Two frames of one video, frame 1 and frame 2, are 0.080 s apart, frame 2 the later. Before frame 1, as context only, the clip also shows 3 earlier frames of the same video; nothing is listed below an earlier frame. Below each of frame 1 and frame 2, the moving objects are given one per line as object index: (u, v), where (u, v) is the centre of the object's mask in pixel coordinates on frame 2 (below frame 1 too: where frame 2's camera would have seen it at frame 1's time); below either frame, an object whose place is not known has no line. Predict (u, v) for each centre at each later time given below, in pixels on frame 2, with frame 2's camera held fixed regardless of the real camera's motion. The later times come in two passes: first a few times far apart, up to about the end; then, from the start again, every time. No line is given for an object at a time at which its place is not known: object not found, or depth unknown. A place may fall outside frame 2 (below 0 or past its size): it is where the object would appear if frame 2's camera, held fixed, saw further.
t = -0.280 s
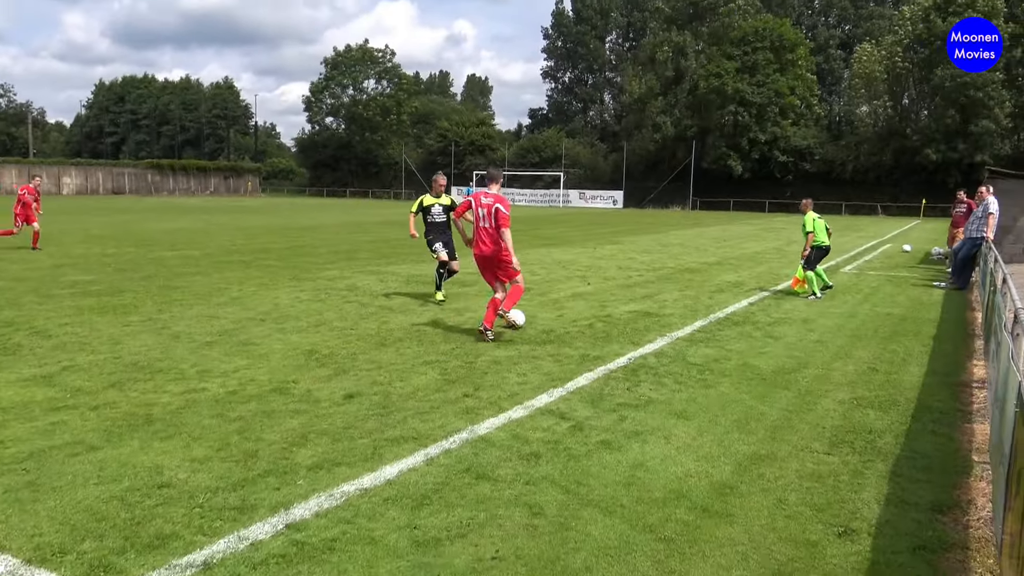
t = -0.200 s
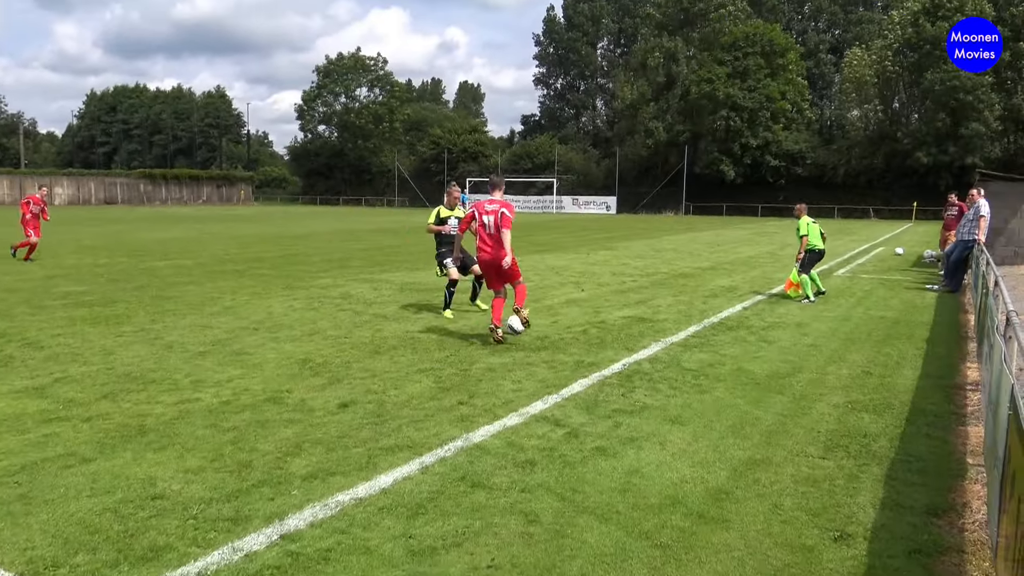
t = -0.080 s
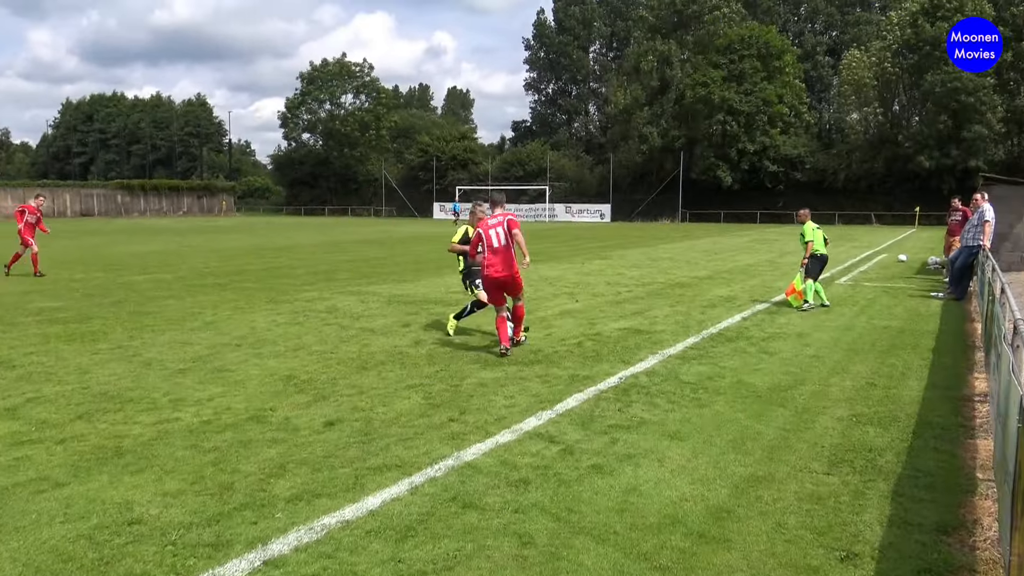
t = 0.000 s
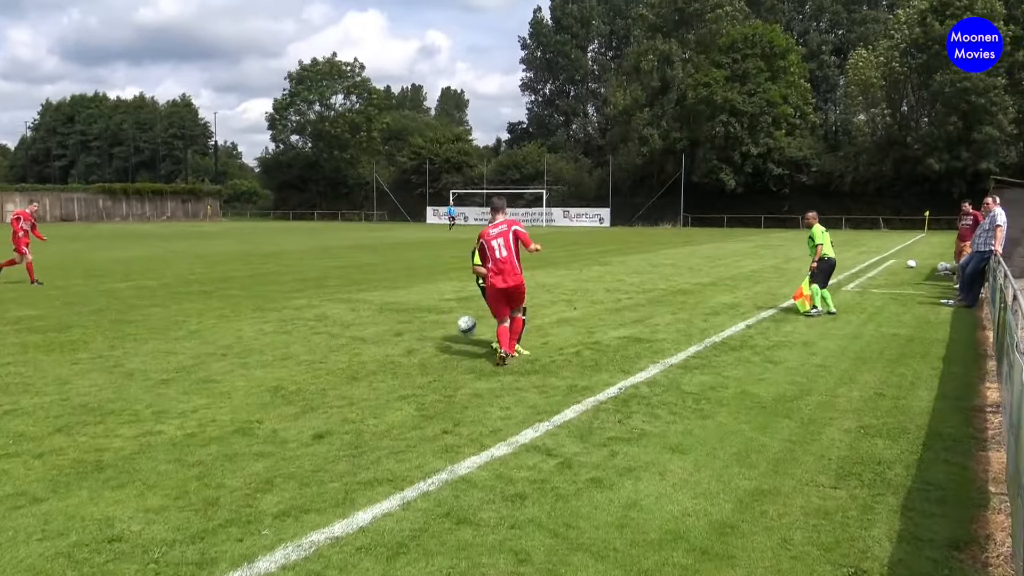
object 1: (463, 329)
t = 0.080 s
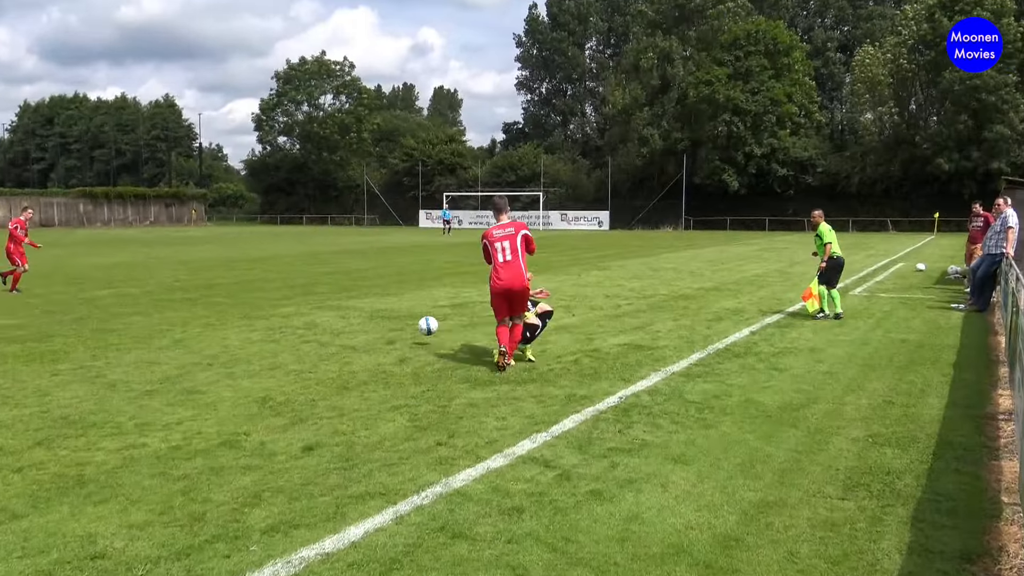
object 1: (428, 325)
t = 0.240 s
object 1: (369, 327)
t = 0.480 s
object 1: (325, 314)
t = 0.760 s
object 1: (297, 307)
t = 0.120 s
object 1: (411, 327)
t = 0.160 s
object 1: (396, 327)
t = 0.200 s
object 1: (381, 328)
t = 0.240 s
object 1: (369, 327)
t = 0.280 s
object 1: (360, 323)
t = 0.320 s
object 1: (351, 321)
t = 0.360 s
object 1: (343, 319)
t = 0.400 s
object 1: (335, 319)
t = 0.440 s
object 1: (329, 317)
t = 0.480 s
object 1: (325, 314)
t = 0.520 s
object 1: (320, 313)
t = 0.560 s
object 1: (315, 312)
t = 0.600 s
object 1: (312, 311)
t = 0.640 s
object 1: (308, 310)
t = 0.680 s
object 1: (304, 309)
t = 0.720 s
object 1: (301, 307)
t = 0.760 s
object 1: (297, 307)
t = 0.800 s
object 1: (294, 306)
